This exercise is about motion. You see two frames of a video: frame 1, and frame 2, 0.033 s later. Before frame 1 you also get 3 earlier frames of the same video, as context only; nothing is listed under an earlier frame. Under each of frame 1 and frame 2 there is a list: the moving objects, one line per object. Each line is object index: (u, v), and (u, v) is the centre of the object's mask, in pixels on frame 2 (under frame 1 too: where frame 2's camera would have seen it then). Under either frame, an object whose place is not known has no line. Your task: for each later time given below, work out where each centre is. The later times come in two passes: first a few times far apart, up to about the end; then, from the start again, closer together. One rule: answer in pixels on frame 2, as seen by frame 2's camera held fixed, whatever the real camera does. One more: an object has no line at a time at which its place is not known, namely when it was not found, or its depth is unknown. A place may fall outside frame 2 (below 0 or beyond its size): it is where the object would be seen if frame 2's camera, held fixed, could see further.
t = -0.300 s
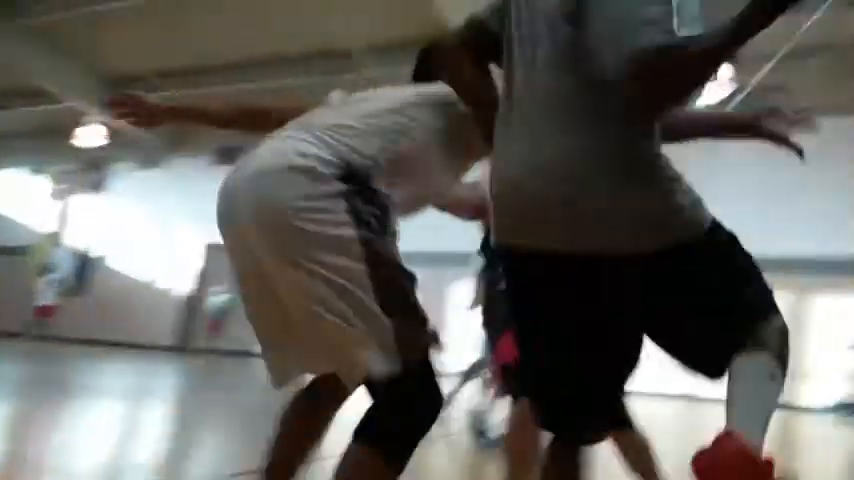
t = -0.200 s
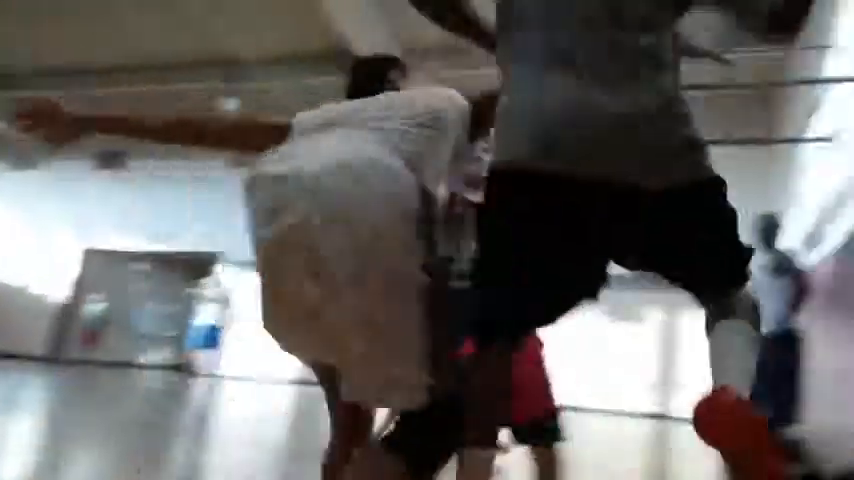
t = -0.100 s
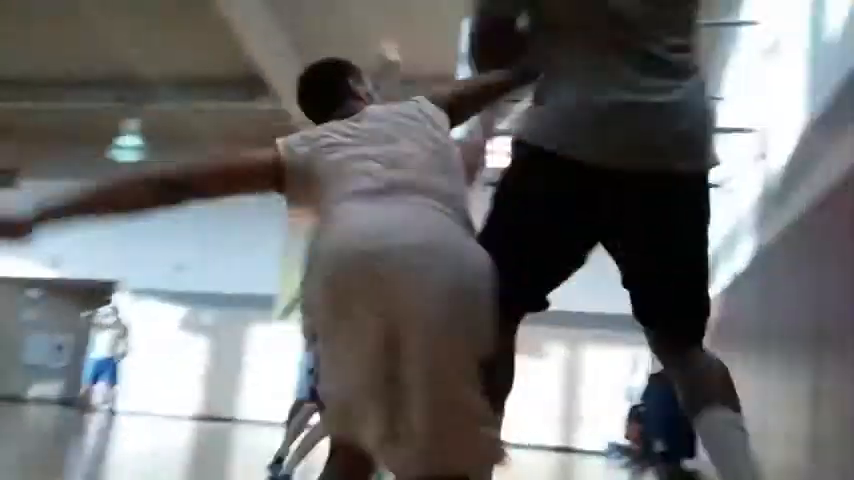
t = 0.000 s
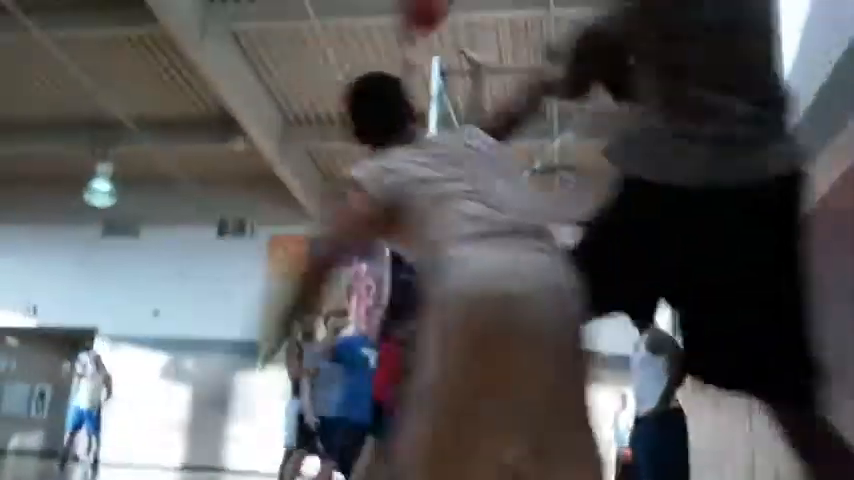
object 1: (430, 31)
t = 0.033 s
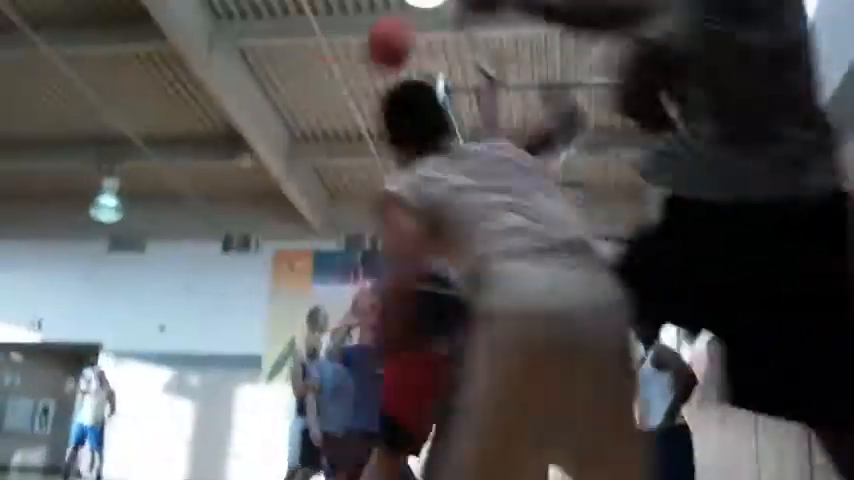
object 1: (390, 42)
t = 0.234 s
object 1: (256, 158)
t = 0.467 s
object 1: (173, 275)
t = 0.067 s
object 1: (358, 67)
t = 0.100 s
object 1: (332, 84)
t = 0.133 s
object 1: (310, 103)
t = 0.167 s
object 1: (291, 122)
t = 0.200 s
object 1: (273, 140)
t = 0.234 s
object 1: (256, 158)
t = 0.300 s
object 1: (235, 182)
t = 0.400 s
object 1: (192, 241)
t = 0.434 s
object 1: (183, 258)
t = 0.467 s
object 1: (173, 275)
